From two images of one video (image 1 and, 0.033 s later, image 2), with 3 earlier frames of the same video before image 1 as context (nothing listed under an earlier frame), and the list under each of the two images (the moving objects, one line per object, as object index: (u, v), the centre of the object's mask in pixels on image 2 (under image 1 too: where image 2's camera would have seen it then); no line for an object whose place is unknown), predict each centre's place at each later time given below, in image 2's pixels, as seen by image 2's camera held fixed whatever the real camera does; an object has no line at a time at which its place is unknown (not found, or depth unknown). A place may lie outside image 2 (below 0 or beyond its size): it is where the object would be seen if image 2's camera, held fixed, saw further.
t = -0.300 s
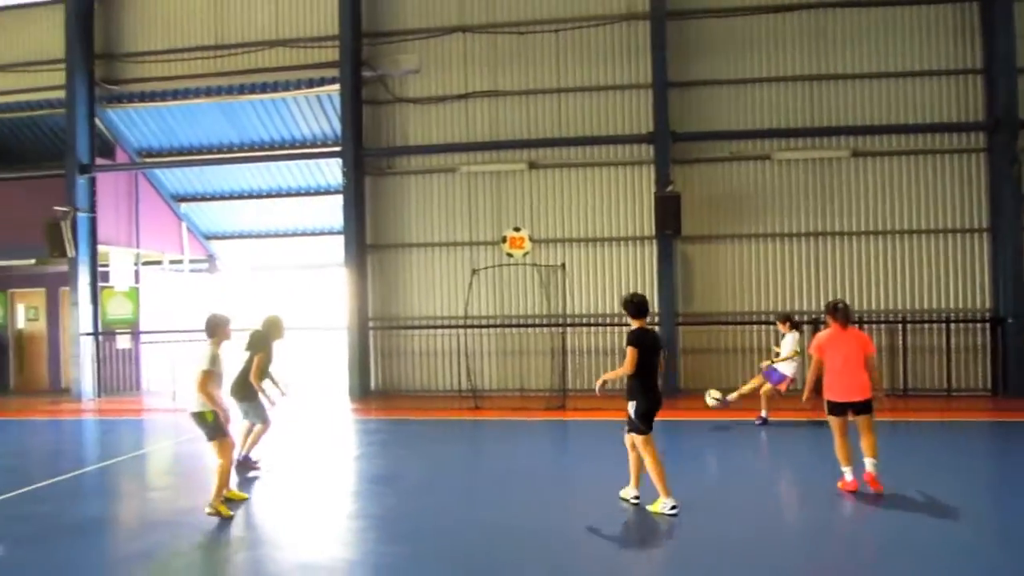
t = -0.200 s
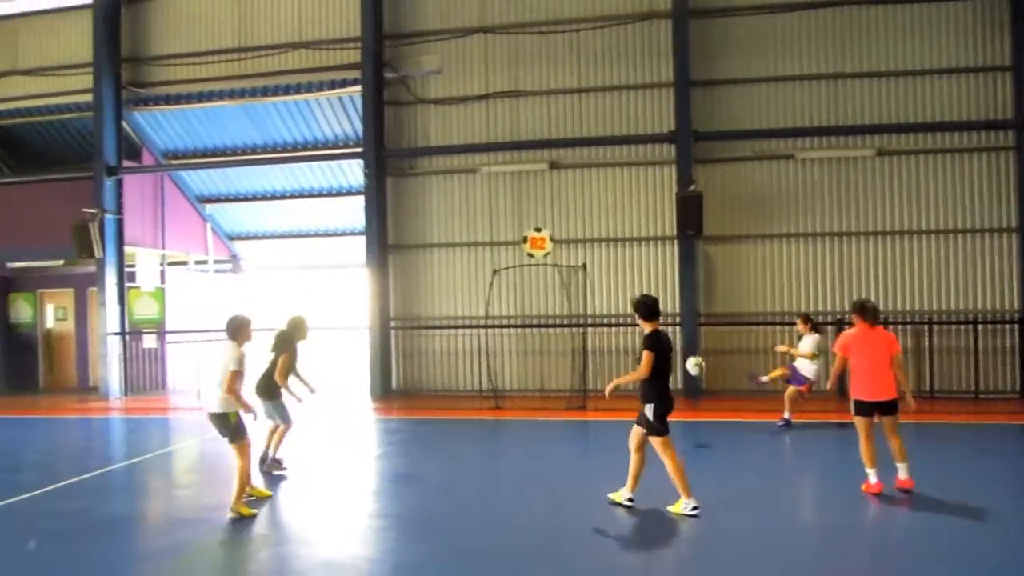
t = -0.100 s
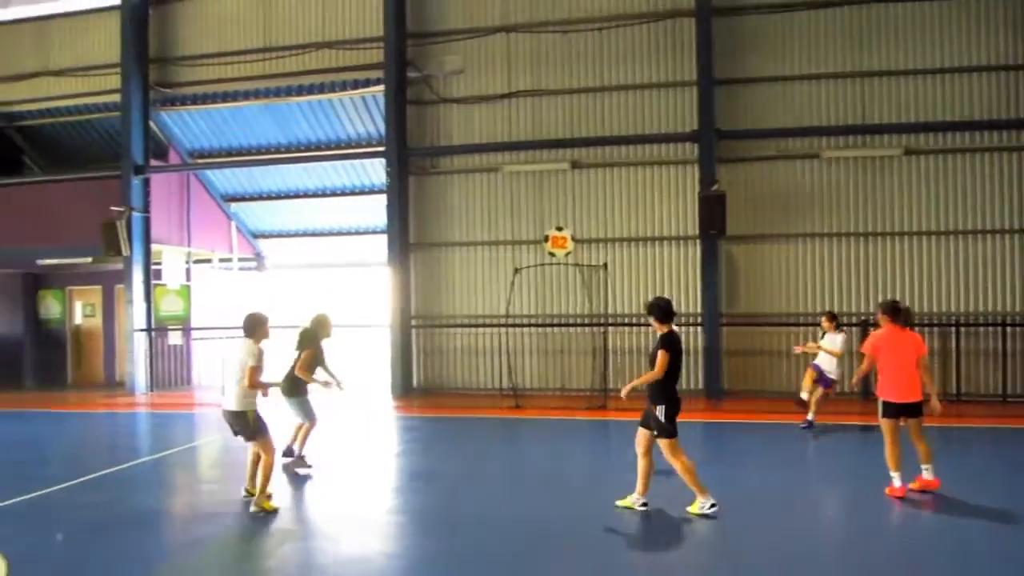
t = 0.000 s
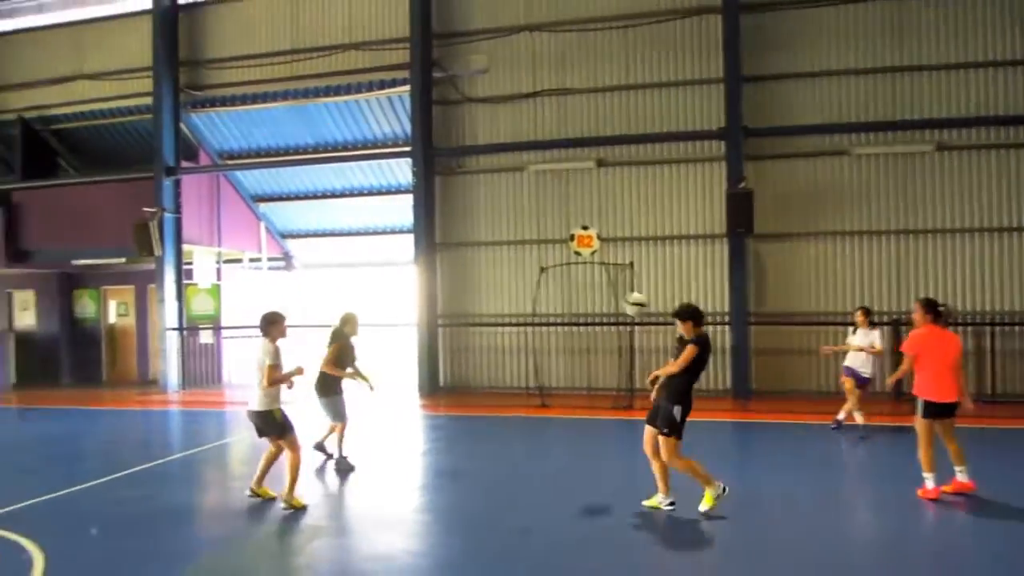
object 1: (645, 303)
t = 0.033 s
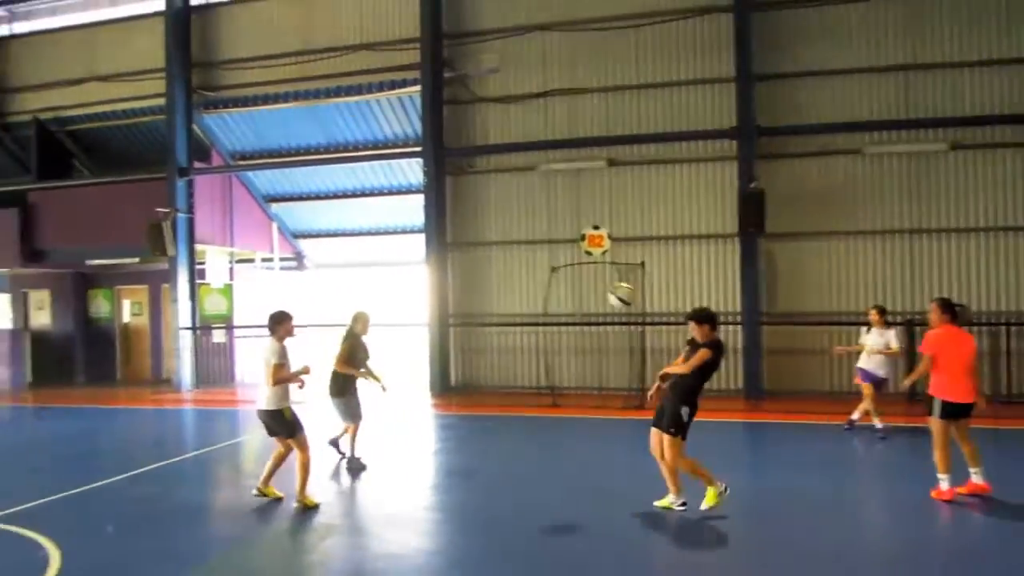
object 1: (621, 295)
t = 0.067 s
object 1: (594, 288)
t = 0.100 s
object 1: (562, 281)
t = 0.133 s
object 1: (532, 275)
